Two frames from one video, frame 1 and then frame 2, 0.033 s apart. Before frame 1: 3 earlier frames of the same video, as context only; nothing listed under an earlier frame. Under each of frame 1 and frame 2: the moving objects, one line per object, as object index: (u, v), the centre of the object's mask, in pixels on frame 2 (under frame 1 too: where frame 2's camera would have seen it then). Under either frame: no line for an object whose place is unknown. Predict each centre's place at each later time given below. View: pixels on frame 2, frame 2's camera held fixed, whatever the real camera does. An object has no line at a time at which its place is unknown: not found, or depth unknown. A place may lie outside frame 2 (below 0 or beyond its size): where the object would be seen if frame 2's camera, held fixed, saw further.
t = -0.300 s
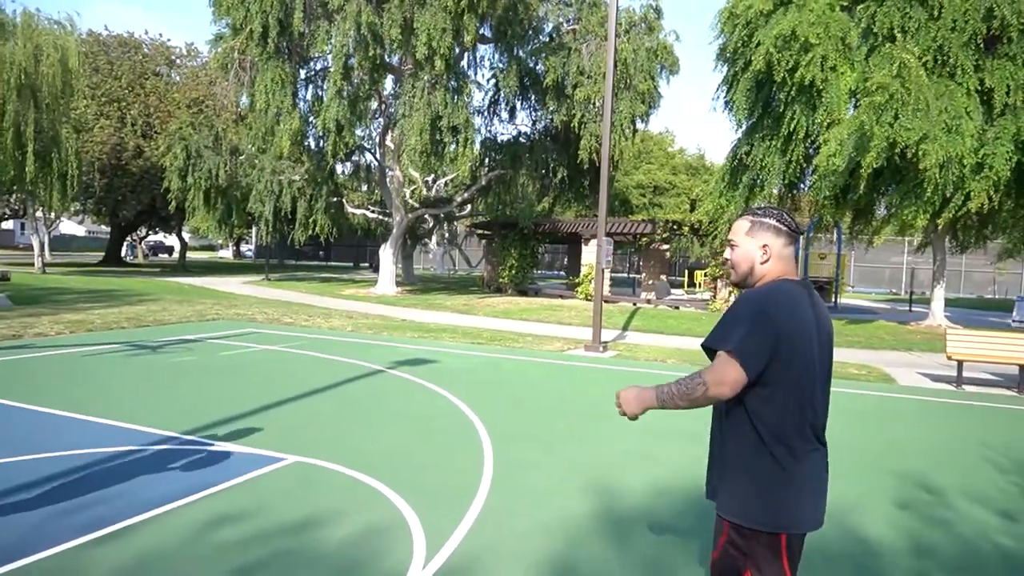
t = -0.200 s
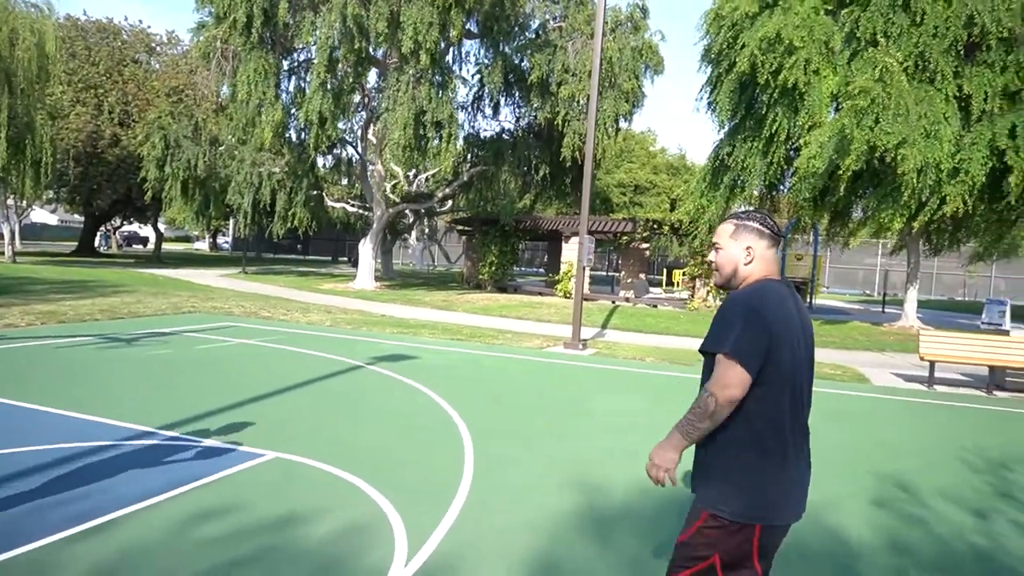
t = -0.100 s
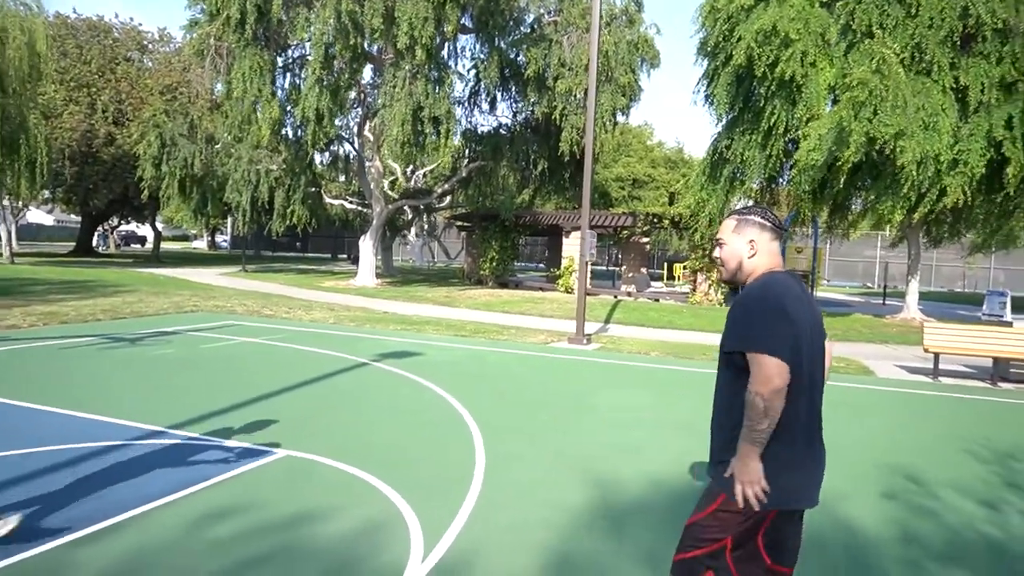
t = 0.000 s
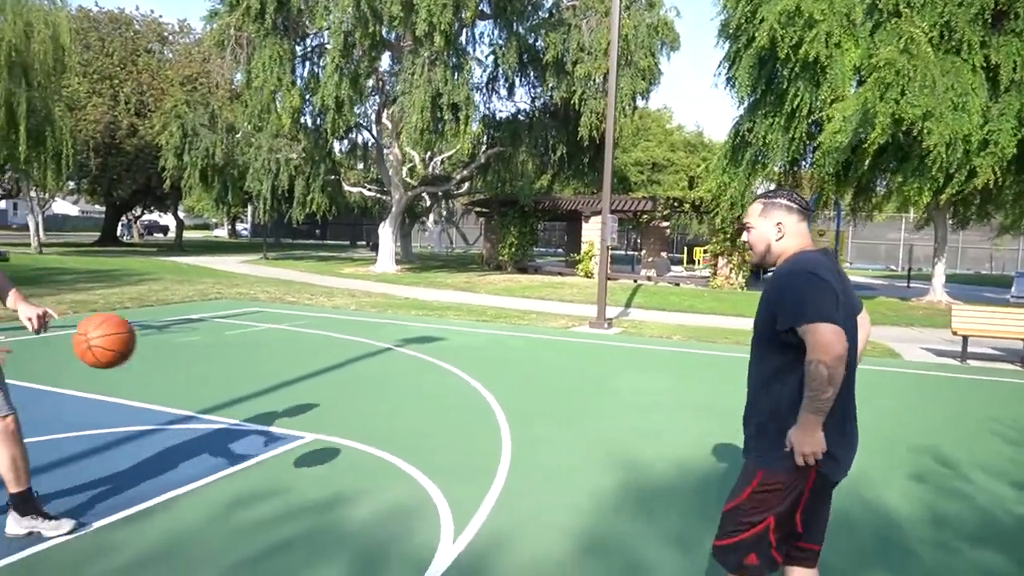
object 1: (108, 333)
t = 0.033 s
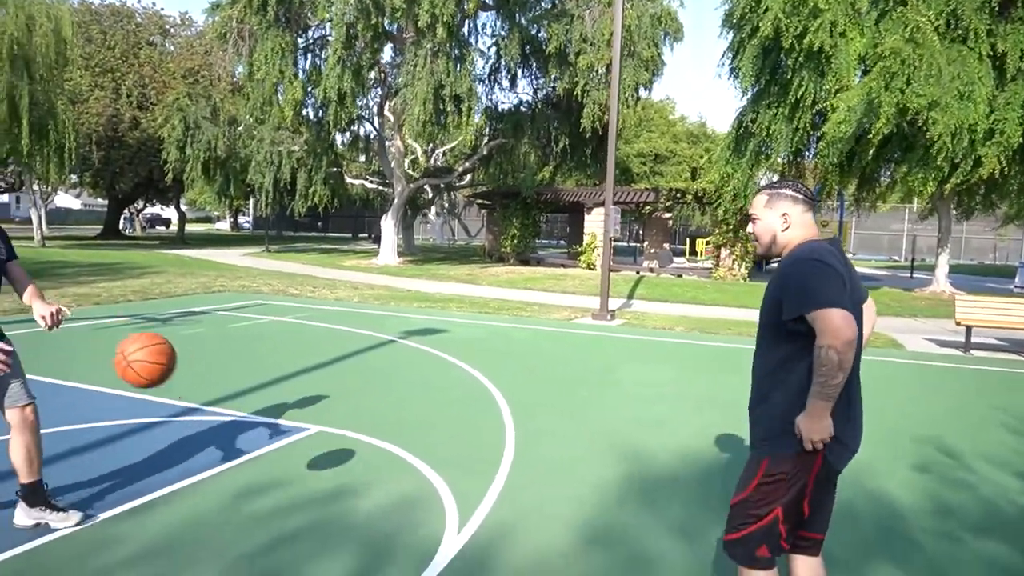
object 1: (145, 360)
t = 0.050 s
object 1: (163, 374)
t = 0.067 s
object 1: (180, 389)
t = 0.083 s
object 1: (198, 405)
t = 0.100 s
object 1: (216, 422)
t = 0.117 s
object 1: (233, 440)
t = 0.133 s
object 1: (251, 457)
